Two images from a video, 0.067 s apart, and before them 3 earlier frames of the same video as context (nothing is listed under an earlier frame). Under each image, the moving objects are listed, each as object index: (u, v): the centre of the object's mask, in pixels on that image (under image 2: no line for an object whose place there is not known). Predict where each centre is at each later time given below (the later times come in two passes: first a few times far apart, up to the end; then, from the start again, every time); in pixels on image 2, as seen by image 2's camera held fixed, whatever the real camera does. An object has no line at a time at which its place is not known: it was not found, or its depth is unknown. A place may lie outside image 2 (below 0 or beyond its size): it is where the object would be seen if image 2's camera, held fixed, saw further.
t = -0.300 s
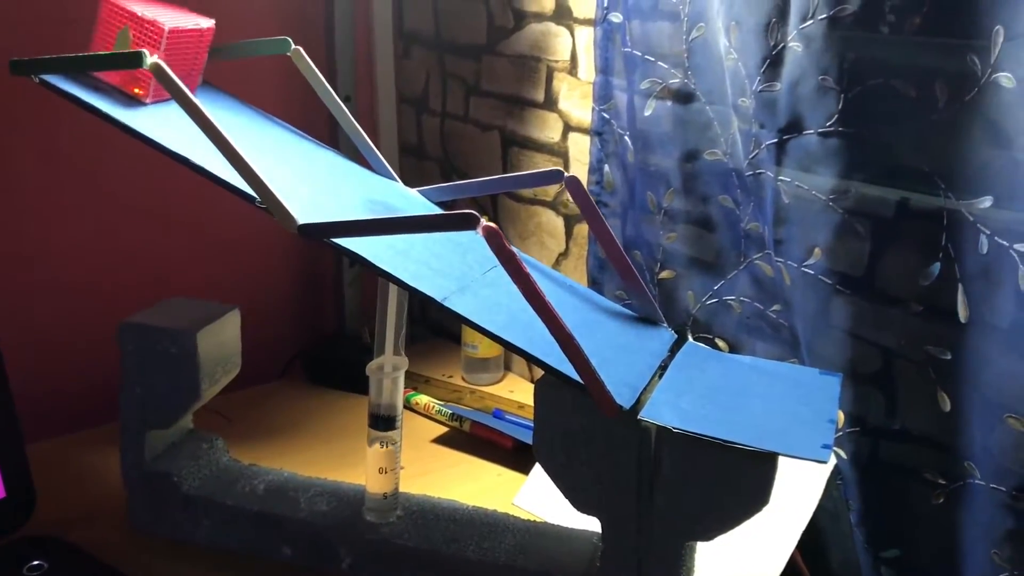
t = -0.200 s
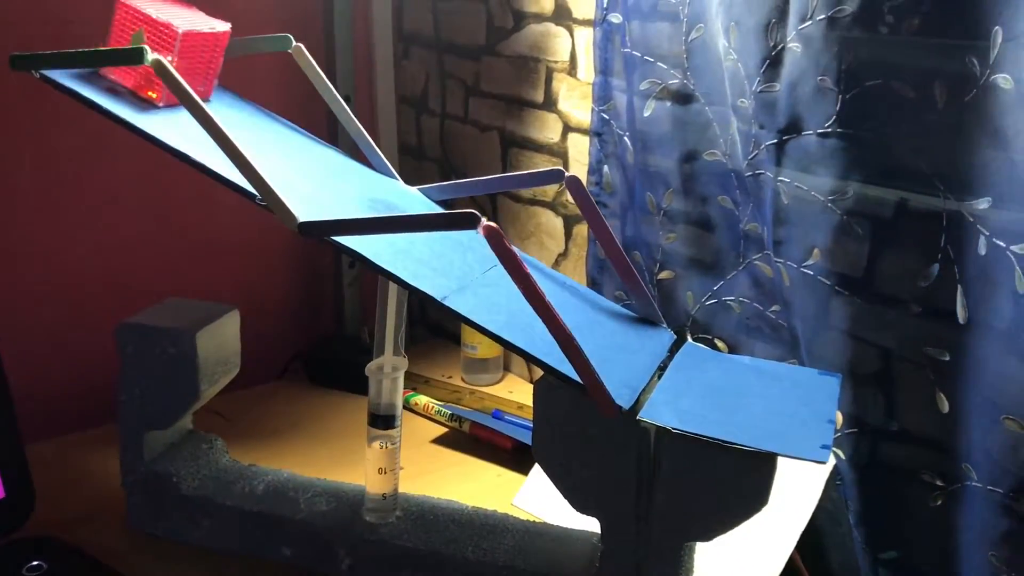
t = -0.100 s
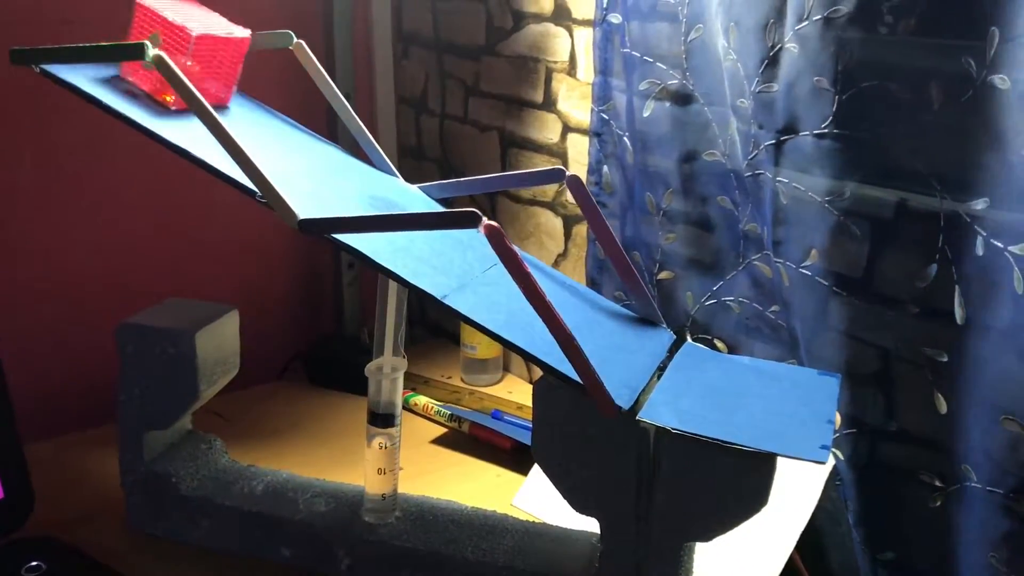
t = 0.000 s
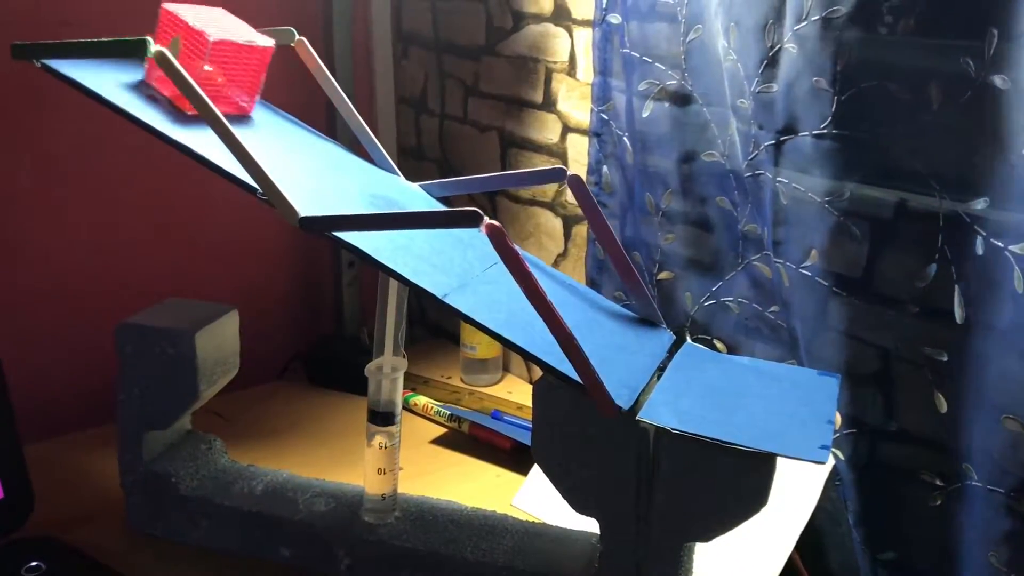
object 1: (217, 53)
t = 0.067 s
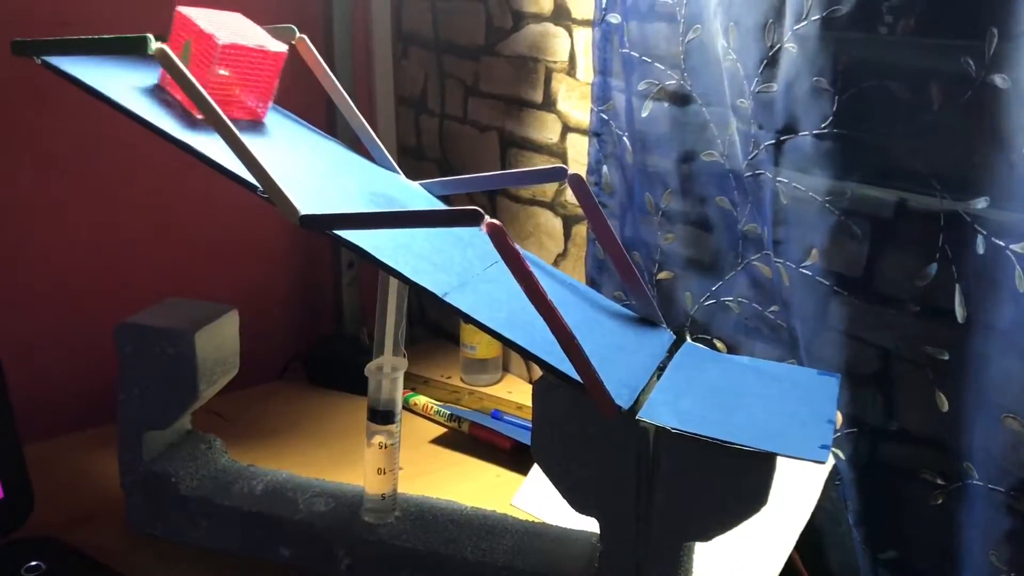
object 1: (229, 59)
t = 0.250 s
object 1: (276, 84)
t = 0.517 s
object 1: (427, 156)
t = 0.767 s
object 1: (652, 312)
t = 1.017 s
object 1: (776, 352)
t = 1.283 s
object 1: (776, 352)
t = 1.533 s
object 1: (776, 352)
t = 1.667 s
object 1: (776, 352)
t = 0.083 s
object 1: (232, 61)
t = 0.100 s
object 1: (236, 63)
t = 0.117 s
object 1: (239, 65)
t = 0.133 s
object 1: (242, 66)
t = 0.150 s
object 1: (246, 68)
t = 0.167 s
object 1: (249, 70)
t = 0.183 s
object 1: (253, 72)
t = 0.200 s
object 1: (257, 74)
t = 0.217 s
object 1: (264, 78)
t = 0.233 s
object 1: (270, 81)
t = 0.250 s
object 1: (276, 84)
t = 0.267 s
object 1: (283, 88)
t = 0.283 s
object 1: (290, 91)
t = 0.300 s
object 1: (297, 95)
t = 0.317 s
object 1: (305, 98)
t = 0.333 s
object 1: (314, 102)
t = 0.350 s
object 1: (322, 106)
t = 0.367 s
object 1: (331, 110)
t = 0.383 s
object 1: (340, 115)
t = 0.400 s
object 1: (349, 119)
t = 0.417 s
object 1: (359, 124)
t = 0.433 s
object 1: (370, 131)
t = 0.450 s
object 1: (381, 136)
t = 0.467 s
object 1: (391, 142)
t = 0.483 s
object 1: (403, 147)
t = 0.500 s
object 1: (415, 151)
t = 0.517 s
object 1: (427, 156)
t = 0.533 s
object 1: (441, 160)
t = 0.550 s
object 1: (455, 165)
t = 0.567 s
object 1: (469, 182)
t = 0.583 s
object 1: (482, 190)
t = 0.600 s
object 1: (494, 200)
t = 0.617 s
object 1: (506, 209)
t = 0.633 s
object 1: (520, 220)
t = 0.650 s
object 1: (535, 230)
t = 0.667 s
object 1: (559, 234)
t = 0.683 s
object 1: (573, 247)
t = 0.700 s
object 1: (586, 261)
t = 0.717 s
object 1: (603, 276)
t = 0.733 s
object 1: (620, 289)
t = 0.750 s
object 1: (636, 302)
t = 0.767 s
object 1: (652, 312)
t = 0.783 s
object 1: (671, 317)
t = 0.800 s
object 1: (687, 322)
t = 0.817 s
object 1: (703, 328)
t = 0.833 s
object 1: (716, 334)
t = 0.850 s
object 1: (728, 340)
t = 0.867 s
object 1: (740, 343)
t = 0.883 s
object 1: (750, 346)
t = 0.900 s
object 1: (757, 347)
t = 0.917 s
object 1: (762, 348)
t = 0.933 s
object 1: (767, 349)
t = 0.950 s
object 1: (772, 350)
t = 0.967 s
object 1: (775, 351)
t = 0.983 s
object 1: (775, 352)
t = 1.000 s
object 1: (776, 352)
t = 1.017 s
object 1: (776, 352)
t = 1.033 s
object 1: (776, 352)
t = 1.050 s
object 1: (776, 352)
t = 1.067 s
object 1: (776, 352)
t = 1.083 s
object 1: (776, 352)
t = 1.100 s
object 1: (776, 352)
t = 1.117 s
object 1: (776, 352)
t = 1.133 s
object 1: (776, 352)
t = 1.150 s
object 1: (776, 352)
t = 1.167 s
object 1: (776, 352)
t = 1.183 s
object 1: (776, 352)
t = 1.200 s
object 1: (776, 352)
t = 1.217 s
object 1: (776, 352)
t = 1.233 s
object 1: (776, 352)
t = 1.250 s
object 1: (776, 352)
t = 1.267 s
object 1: (776, 352)
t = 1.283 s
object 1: (776, 352)
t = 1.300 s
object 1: (776, 352)
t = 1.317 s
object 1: (776, 352)
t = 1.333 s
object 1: (776, 352)
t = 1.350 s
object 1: (776, 352)
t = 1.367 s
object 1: (776, 352)
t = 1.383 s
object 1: (776, 352)
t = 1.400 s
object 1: (776, 352)
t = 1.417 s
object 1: (776, 352)
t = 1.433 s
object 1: (776, 352)
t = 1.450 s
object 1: (776, 352)
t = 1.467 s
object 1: (776, 352)
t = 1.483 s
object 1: (776, 352)
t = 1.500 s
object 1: (776, 352)
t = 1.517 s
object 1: (776, 352)
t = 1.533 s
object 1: (776, 352)
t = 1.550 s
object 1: (776, 352)
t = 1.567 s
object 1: (776, 352)
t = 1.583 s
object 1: (776, 352)
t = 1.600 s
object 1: (776, 352)
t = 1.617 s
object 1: (776, 352)
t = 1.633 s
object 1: (776, 352)
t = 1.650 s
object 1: (776, 352)
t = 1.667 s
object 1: (776, 352)
